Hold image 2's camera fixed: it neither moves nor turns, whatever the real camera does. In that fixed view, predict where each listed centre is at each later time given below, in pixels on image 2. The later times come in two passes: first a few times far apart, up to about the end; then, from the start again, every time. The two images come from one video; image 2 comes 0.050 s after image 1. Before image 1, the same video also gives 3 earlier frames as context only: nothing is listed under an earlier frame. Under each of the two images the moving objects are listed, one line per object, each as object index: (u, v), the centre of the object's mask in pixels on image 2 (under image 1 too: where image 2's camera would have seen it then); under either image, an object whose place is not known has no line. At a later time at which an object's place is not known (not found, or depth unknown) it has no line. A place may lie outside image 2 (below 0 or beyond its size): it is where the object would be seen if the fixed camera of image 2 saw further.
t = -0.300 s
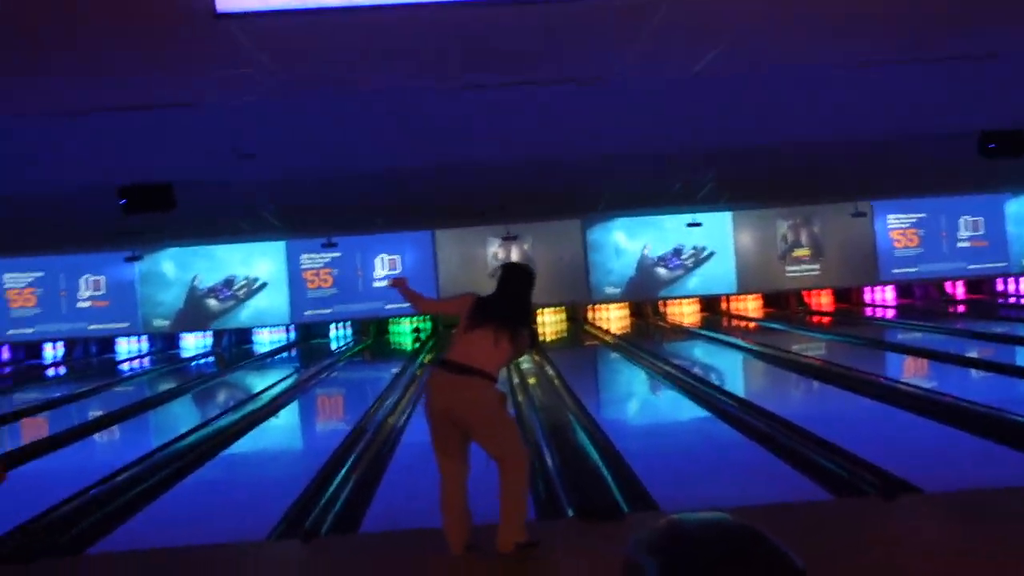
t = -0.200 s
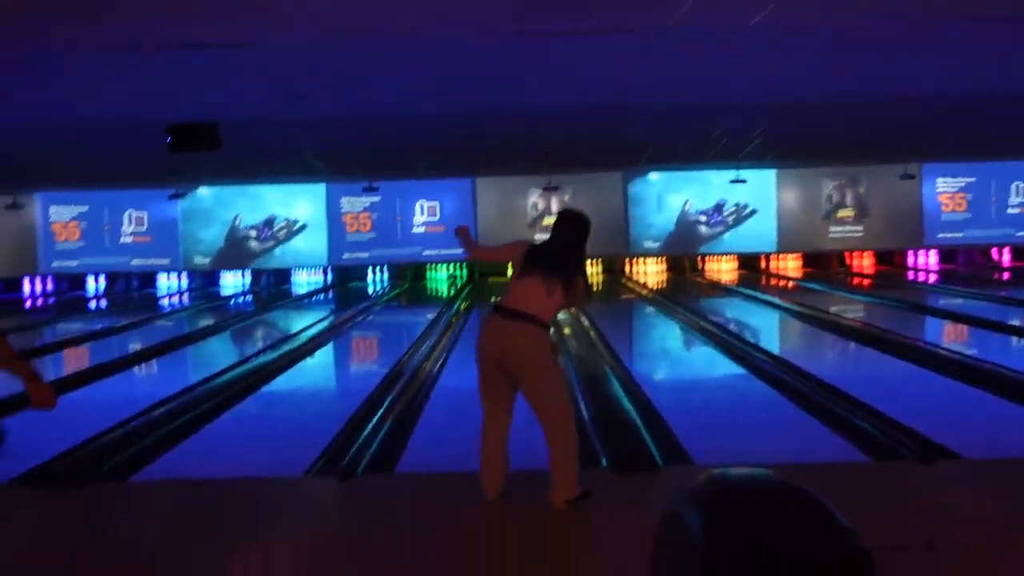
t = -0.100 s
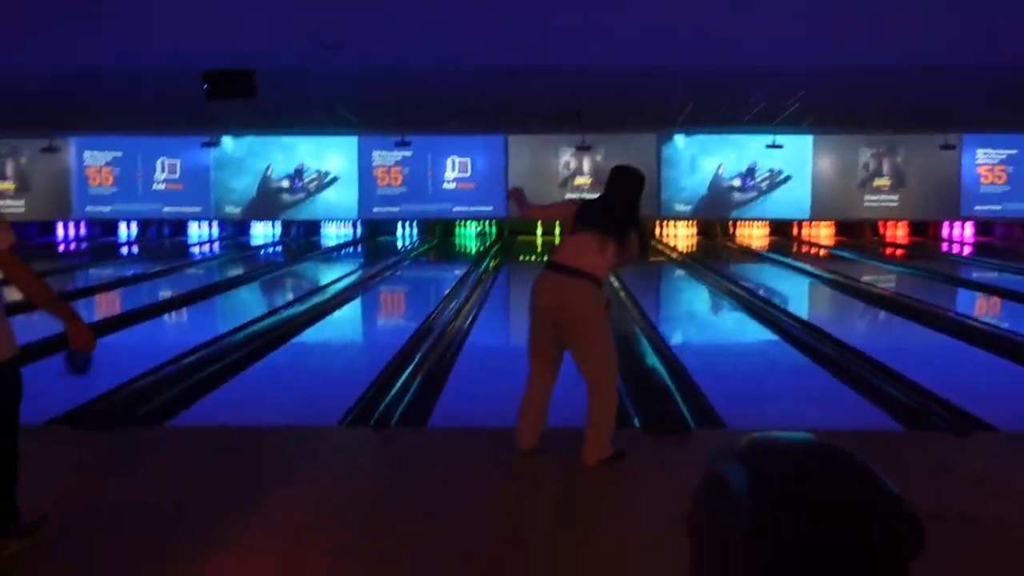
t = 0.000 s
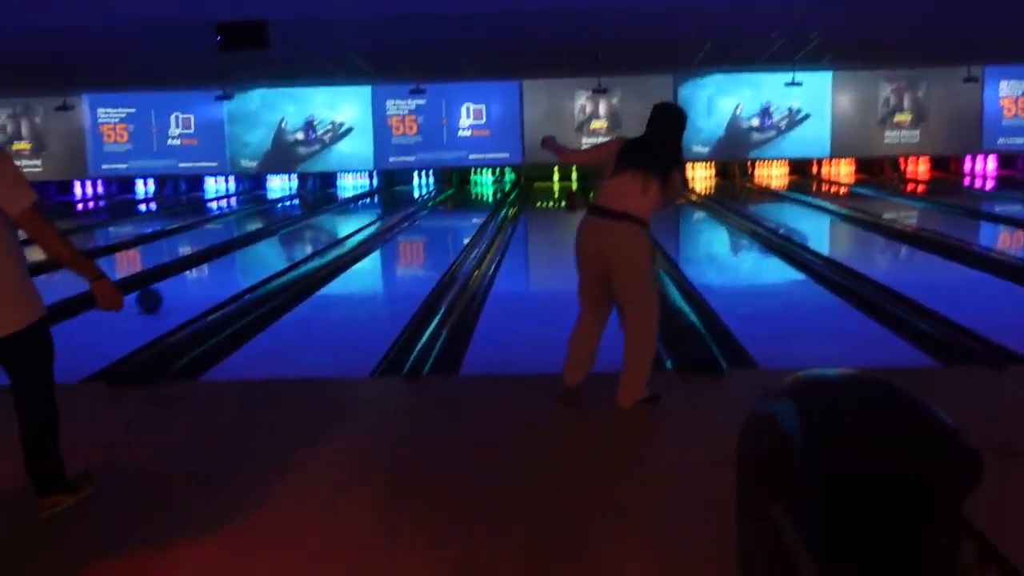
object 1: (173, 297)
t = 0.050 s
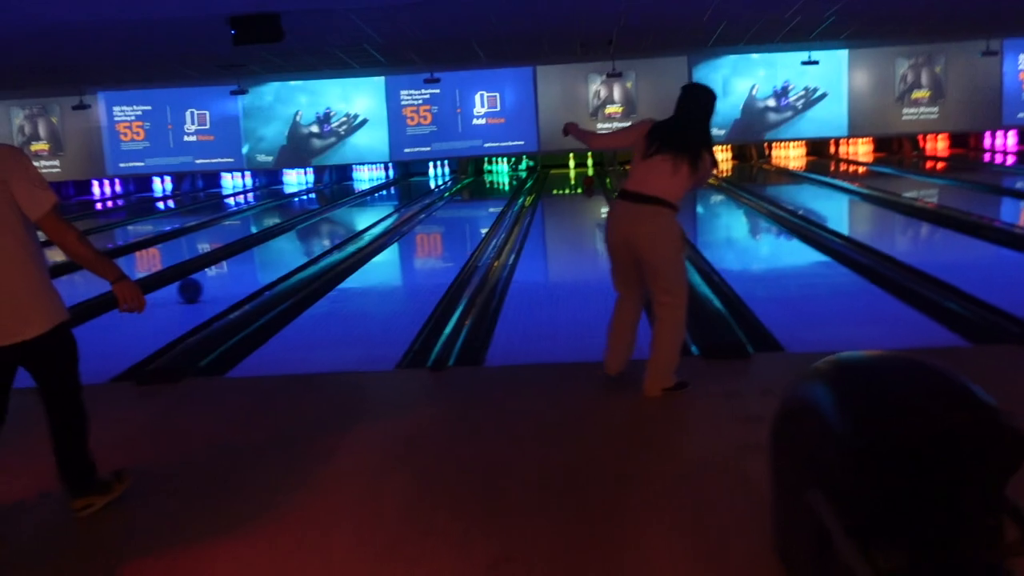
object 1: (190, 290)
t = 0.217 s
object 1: (243, 269)
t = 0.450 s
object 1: (295, 246)
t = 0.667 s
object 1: (330, 230)
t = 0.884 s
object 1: (357, 218)
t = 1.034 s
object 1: (372, 211)
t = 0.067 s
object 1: (195, 288)
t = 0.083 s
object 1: (201, 285)
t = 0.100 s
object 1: (206, 283)
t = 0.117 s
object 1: (212, 281)
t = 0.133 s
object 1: (218, 279)
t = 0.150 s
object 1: (223, 276)
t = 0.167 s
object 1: (228, 275)
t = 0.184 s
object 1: (233, 272)
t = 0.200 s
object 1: (238, 271)
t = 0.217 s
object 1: (243, 269)
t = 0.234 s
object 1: (247, 268)
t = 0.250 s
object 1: (252, 265)
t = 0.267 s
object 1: (256, 263)
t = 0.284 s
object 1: (261, 261)
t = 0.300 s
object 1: (265, 259)
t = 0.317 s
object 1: (268, 258)
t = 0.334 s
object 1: (272, 256)
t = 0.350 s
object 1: (276, 254)
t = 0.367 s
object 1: (279, 253)
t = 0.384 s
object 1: (283, 251)
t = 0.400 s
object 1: (287, 250)
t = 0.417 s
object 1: (289, 248)
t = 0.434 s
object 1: (292, 247)
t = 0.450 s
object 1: (295, 246)
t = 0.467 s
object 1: (298, 245)
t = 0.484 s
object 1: (301, 243)
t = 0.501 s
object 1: (303, 242)
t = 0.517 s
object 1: (306, 241)
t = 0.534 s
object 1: (309, 239)
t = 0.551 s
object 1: (312, 238)
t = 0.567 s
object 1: (315, 237)
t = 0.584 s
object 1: (318, 236)
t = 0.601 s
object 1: (320, 235)
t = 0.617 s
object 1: (323, 233)
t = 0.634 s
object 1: (325, 232)
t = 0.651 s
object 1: (327, 231)
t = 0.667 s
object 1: (330, 230)
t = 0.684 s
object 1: (332, 229)
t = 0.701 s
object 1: (335, 227)
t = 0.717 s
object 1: (337, 226)
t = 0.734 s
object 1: (339, 226)
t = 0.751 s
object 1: (341, 225)
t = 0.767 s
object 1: (343, 224)
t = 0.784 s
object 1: (345, 223)
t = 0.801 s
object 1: (347, 222)
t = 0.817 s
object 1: (349, 221)
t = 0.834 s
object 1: (351, 220)
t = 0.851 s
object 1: (353, 219)
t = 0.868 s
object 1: (355, 218)
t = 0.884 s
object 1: (357, 218)
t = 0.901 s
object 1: (359, 217)
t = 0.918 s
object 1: (361, 216)
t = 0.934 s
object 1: (363, 215)
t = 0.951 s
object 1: (365, 214)
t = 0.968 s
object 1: (366, 213)
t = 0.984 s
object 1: (368, 213)
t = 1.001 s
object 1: (369, 212)
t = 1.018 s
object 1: (371, 212)
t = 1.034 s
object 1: (372, 211)
